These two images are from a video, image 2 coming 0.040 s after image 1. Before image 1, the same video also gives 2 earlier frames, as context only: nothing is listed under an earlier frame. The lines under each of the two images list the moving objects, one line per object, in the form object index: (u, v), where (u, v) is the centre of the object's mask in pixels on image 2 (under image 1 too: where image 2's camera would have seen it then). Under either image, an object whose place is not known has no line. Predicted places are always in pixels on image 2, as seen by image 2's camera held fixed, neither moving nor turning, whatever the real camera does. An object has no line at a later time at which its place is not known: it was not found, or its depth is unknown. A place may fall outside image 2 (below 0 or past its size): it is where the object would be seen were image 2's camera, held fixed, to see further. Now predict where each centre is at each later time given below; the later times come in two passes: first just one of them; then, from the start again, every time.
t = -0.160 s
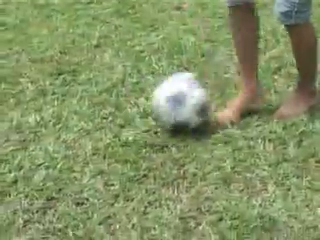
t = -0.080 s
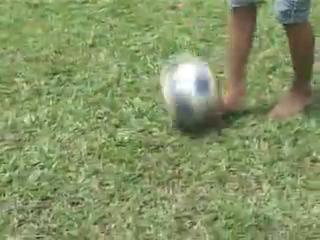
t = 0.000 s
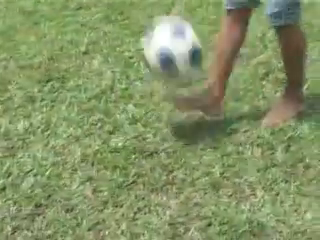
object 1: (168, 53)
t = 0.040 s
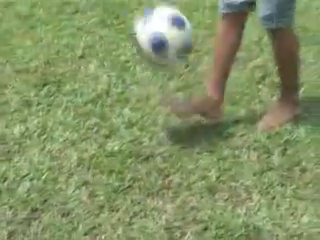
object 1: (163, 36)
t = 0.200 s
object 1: (143, 6)
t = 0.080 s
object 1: (157, 22)
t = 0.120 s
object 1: (152, 14)
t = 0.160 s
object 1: (147, 9)
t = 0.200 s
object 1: (143, 6)
